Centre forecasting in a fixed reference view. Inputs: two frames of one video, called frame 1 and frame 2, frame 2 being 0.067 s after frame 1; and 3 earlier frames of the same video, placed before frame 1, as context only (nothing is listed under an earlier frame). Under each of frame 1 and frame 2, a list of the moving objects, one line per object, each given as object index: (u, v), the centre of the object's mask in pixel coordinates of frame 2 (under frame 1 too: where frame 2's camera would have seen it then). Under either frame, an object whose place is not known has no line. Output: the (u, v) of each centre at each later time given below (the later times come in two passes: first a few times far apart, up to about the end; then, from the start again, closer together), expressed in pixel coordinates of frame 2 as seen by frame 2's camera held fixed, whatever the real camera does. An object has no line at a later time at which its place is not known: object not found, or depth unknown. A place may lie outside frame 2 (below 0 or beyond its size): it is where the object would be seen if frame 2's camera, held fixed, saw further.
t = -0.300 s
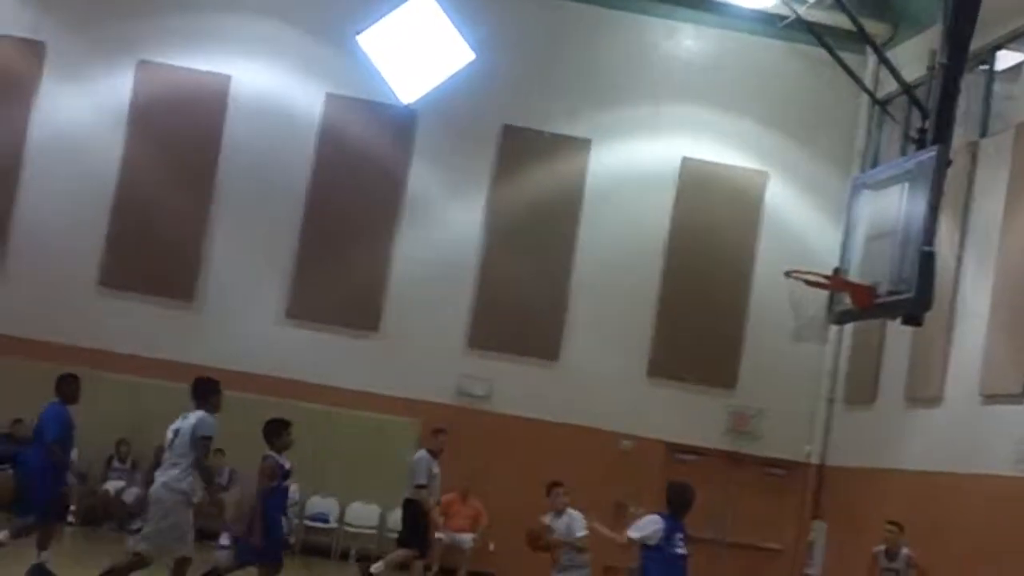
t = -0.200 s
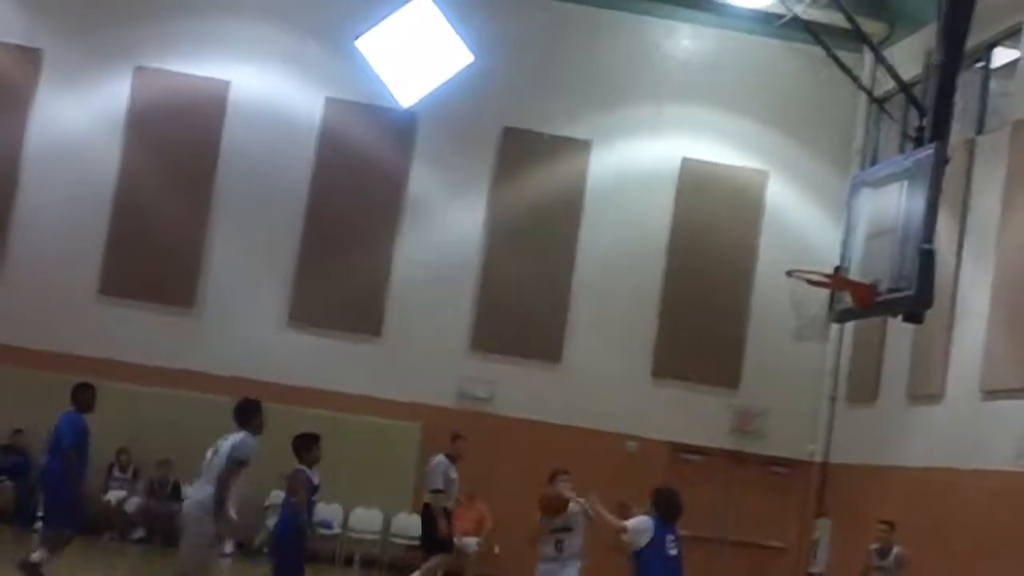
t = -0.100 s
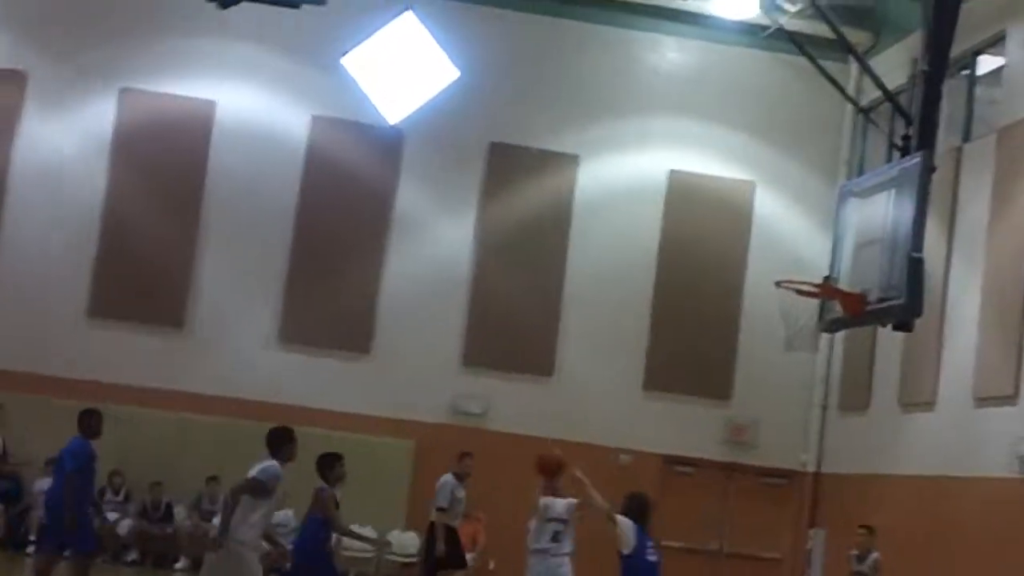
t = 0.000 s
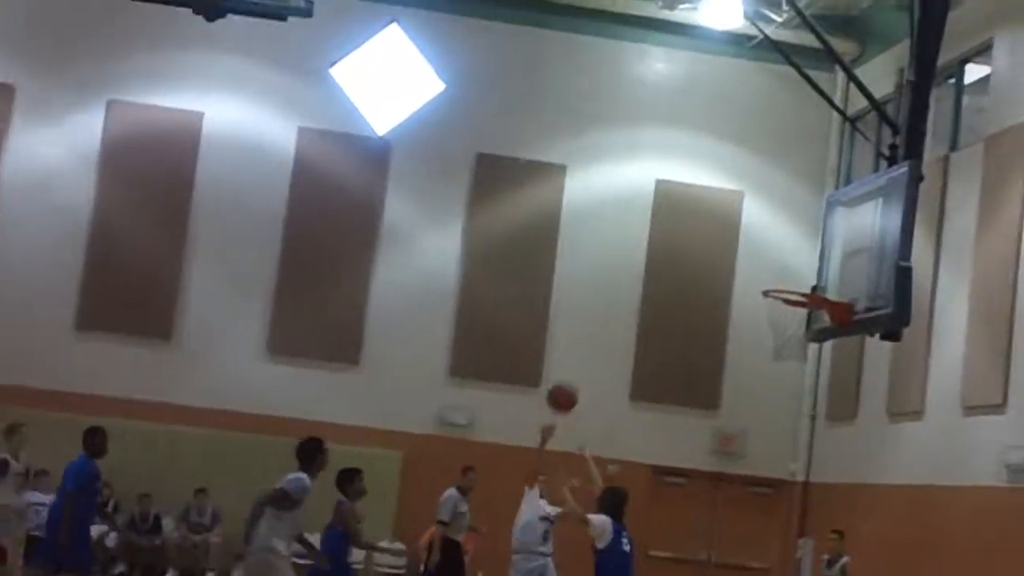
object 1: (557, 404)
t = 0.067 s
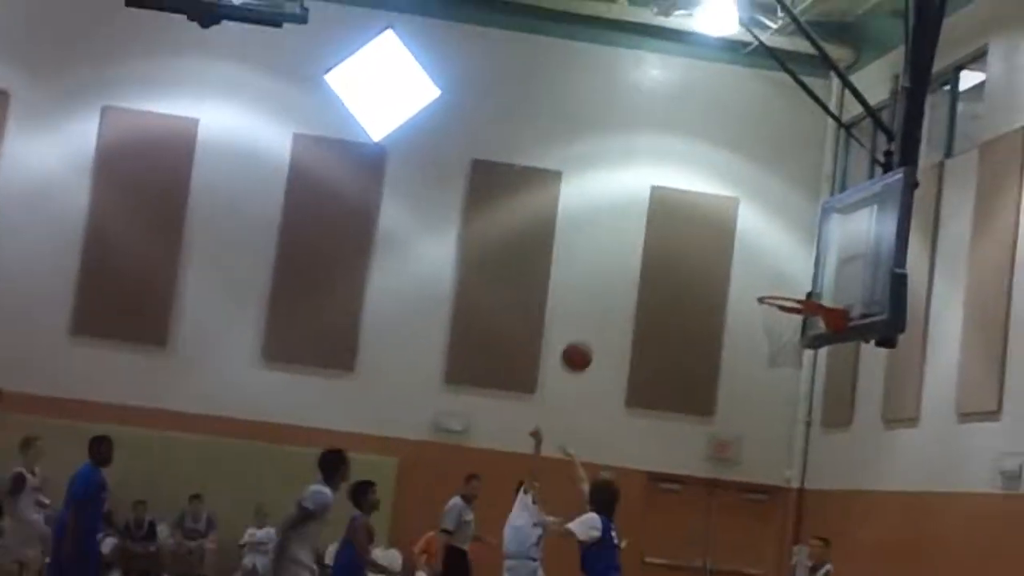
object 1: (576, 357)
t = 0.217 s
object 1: (618, 273)
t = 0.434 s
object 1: (672, 201)
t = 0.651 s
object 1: (721, 187)
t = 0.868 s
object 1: (763, 234)
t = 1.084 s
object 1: (786, 320)
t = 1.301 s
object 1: (776, 389)
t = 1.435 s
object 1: (756, 453)
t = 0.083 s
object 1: (581, 346)
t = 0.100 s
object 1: (586, 336)
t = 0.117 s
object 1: (591, 325)
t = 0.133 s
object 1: (595, 316)
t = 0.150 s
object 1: (600, 307)
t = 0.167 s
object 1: (605, 297)
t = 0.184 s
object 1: (609, 289)
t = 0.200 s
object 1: (613, 281)
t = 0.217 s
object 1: (618, 273)
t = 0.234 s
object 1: (622, 266)
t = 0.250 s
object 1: (626, 259)
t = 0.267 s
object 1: (631, 251)
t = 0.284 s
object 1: (635, 245)
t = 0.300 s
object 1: (640, 239)
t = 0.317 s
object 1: (645, 232)
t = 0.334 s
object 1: (648, 227)
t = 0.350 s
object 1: (652, 222)
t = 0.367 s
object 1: (656, 217)
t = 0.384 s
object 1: (660, 213)
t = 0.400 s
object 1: (665, 208)
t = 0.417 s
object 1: (668, 204)
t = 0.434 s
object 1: (672, 201)
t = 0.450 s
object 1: (676, 198)
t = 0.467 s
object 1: (680, 195)
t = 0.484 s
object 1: (684, 193)
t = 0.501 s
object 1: (688, 191)
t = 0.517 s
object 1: (691, 189)
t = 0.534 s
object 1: (695, 188)
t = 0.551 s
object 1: (699, 186)
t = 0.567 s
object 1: (703, 185)
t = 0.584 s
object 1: (707, 185)
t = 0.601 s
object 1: (710, 185)
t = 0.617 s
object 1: (714, 186)
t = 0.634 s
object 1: (717, 186)
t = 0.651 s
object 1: (721, 187)
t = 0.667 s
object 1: (724, 189)
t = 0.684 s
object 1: (728, 190)
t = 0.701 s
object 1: (732, 193)
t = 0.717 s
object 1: (734, 195)
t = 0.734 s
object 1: (738, 198)
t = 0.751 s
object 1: (741, 202)
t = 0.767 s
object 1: (744, 205)
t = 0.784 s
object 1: (747, 209)
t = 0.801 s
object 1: (750, 213)
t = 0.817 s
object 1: (755, 218)
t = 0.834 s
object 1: (757, 223)
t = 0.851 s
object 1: (760, 229)
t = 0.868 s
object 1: (763, 234)
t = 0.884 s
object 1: (766, 241)
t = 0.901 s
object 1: (769, 248)
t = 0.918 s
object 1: (772, 255)
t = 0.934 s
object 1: (775, 262)
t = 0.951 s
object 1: (778, 270)
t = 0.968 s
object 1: (780, 277)
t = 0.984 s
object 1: (782, 285)
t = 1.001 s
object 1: (784, 294)
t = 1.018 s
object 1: (786, 303)
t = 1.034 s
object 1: (788, 306)
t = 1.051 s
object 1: (787, 310)
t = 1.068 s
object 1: (785, 315)
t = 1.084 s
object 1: (786, 320)
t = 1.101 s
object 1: (789, 323)
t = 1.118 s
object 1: (790, 326)
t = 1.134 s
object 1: (790, 331)
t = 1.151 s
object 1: (791, 337)
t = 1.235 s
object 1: (784, 362)
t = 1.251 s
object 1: (783, 366)
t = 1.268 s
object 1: (781, 377)
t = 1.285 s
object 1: (778, 382)
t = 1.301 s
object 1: (776, 389)
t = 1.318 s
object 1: (774, 395)
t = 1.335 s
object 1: (772, 402)
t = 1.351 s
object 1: (769, 409)
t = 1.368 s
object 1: (767, 417)
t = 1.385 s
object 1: (765, 425)
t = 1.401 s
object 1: (762, 434)
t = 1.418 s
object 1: (760, 443)
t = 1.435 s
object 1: (756, 453)
